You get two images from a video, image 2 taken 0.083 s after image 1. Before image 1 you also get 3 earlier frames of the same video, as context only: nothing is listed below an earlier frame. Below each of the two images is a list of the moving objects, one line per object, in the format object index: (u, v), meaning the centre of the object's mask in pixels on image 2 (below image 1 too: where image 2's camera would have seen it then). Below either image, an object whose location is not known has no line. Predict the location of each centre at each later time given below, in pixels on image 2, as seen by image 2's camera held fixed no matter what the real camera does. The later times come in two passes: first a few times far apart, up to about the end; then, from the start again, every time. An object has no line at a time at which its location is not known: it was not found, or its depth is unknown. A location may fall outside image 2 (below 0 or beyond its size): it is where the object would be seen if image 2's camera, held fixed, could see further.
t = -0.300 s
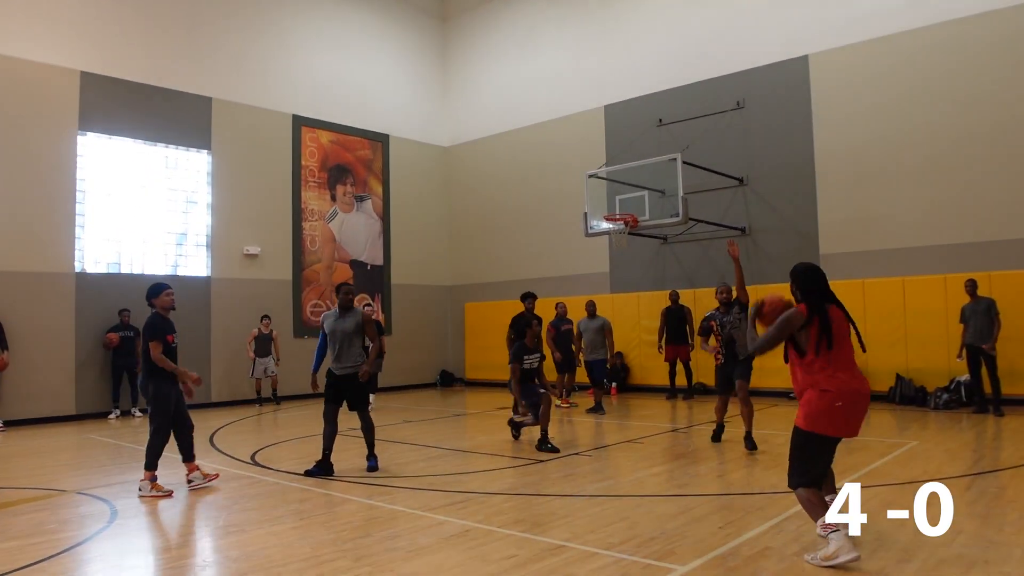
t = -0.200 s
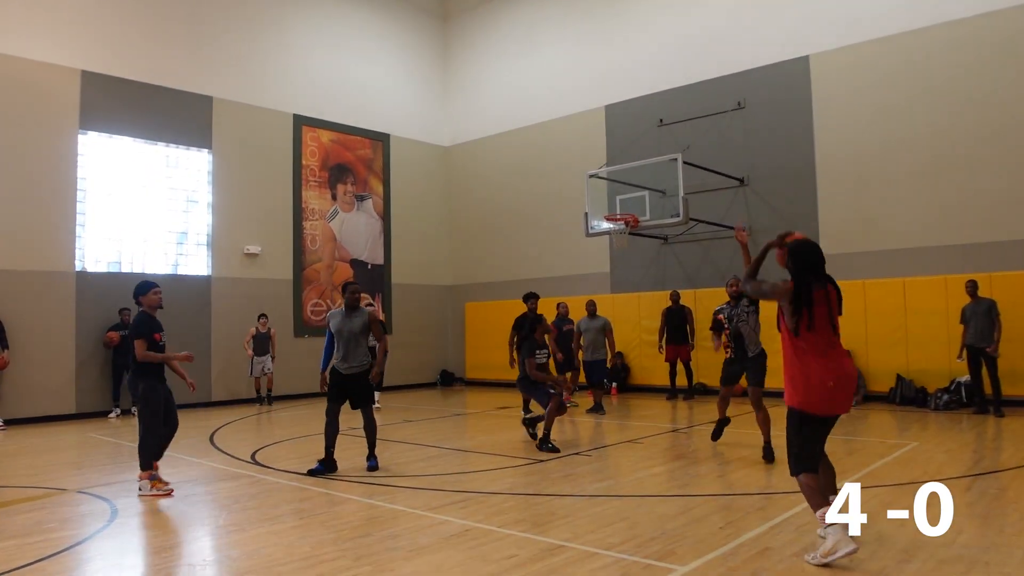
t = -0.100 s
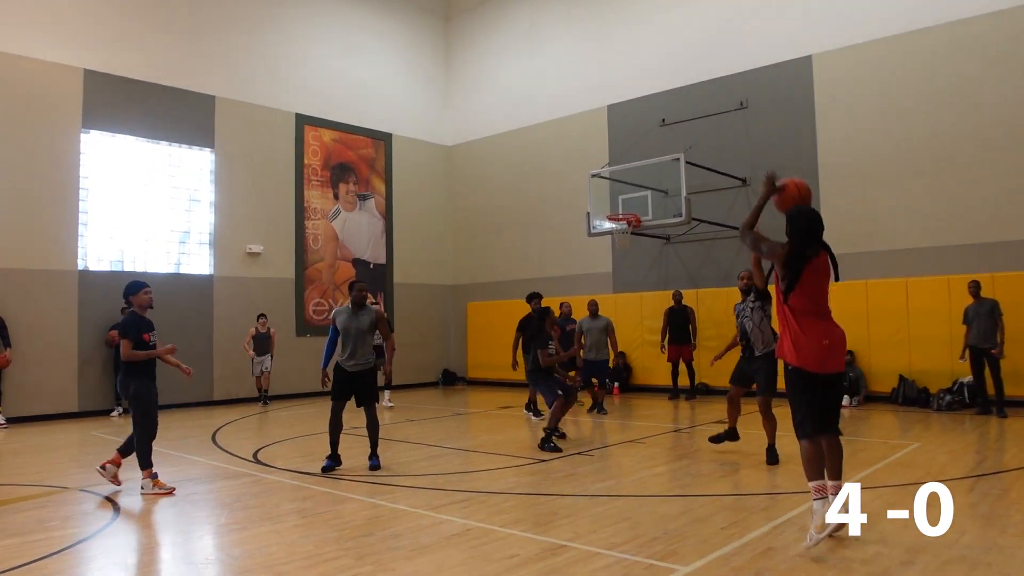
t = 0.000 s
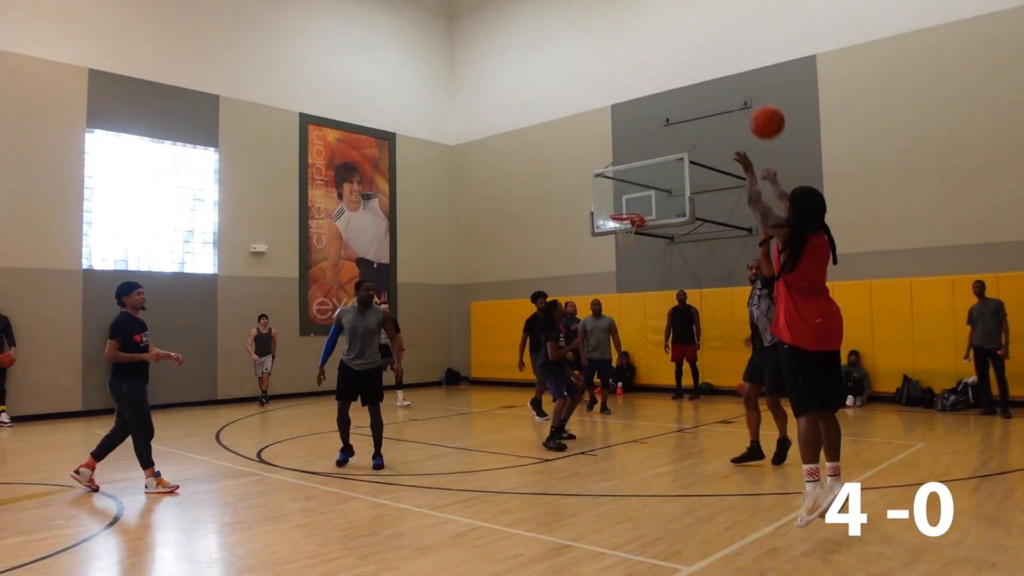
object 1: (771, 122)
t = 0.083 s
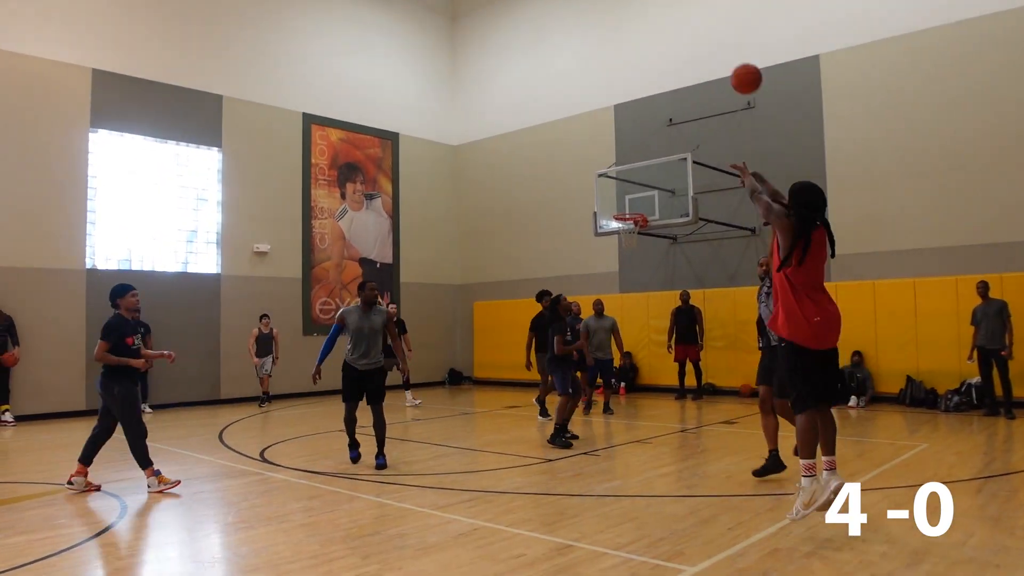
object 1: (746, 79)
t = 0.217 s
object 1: (717, 38)
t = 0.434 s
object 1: (685, 24)
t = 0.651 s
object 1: (665, 49)
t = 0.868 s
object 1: (651, 101)
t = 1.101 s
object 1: (641, 175)
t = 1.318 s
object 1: (626, 176)
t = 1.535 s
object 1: (605, 131)
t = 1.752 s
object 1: (585, 113)
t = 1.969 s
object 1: (565, 123)
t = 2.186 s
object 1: (547, 160)
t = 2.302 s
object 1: (538, 193)
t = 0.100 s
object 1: (742, 72)
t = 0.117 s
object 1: (738, 66)
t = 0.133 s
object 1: (734, 60)
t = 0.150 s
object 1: (730, 55)
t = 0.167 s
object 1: (727, 50)
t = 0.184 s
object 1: (723, 45)
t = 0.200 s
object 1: (720, 42)
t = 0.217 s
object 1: (717, 38)
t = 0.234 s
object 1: (714, 35)
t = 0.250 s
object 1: (711, 33)
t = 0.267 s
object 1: (708, 30)
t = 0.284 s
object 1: (705, 28)
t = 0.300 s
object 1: (703, 27)
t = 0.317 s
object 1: (700, 25)
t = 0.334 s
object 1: (698, 24)
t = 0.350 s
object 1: (696, 24)
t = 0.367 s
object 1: (693, 23)
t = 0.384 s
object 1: (691, 23)
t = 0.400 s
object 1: (689, 23)
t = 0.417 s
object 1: (687, 23)
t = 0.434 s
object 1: (685, 24)
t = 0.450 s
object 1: (683, 25)
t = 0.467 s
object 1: (682, 26)
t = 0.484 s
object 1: (680, 27)
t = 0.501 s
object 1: (678, 29)
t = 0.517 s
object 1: (677, 30)
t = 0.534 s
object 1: (675, 32)
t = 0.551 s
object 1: (673, 34)
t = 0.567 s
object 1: (672, 36)
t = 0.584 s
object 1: (670, 39)
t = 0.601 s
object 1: (669, 41)
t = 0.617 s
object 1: (668, 44)
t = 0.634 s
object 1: (666, 46)
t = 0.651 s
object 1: (665, 49)
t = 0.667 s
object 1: (664, 52)
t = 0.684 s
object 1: (663, 56)
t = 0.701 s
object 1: (661, 59)
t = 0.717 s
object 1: (660, 63)
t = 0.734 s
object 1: (659, 66)
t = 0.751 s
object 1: (658, 70)
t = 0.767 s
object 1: (657, 74)
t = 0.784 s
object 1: (656, 78)
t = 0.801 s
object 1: (655, 82)
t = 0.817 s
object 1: (654, 86)
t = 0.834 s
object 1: (653, 91)
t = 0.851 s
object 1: (652, 95)
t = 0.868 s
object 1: (651, 101)
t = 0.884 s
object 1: (651, 105)
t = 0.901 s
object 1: (650, 110)
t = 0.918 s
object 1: (649, 115)
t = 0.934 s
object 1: (648, 120)
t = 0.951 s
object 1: (647, 125)
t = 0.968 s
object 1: (646, 130)
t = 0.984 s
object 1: (646, 136)
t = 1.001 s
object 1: (645, 141)
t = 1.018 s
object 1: (644, 146)
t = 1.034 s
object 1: (643, 152)
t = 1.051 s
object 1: (643, 157)
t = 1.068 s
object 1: (642, 163)
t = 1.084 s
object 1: (641, 169)
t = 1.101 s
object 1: (641, 175)
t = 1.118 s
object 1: (640, 181)
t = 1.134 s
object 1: (639, 187)
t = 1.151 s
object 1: (639, 193)
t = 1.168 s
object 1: (638, 200)
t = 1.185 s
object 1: (637, 206)
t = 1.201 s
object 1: (637, 210)
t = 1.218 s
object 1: (635, 207)
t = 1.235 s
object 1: (634, 202)
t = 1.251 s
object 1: (632, 196)
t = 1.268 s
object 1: (630, 191)
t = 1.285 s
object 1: (628, 186)
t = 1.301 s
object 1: (627, 181)
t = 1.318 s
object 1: (626, 176)
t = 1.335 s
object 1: (624, 172)
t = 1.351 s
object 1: (622, 167)
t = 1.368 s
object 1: (621, 163)
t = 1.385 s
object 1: (619, 159)
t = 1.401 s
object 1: (618, 155)
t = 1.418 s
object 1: (616, 152)
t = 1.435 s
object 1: (614, 148)
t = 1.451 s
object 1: (613, 145)
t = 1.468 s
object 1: (611, 142)
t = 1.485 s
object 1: (610, 138)
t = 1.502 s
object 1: (608, 136)
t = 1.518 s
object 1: (606, 133)
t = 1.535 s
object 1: (605, 131)
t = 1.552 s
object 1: (603, 128)
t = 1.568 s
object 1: (602, 126)
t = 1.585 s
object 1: (600, 124)
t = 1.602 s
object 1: (599, 122)
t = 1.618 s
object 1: (597, 120)
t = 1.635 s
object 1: (595, 119)
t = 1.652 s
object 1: (594, 117)
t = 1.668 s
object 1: (592, 116)
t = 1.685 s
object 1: (591, 115)
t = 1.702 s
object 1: (589, 114)
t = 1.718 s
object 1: (587, 114)
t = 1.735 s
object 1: (586, 113)
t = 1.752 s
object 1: (585, 113)
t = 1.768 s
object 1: (583, 112)
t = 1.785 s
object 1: (581, 112)
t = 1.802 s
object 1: (580, 112)
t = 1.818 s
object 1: (579, 113)
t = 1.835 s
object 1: (577, 113)
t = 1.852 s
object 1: (575, 113)
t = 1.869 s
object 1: (574, 114)
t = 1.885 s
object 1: (573, 115)
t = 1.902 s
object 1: (571, 117)
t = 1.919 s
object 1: (570, 118)
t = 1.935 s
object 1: (568, 119)
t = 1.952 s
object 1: (567, 121)
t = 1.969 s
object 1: (565, 123)
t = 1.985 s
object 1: (564, 125)
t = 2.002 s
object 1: (562, 127)
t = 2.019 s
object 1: (561, 129)
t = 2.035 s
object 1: (560, 131)
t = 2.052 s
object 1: (558, 134)
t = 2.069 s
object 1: (557, 137)
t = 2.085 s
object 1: (555, 140)
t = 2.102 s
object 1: (554, 143)
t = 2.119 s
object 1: (553, 146)
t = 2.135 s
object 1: (551, 149)
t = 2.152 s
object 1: (550, 153)
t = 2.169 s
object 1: (548, 157)
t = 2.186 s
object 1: (547, 160)
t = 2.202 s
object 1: (546, 164)
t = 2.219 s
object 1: (544, 169)
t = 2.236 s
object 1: (543, 173)
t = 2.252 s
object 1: (542, 178)
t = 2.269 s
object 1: (540, 183)
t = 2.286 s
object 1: (539, 188)
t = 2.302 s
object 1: (538, 193)
